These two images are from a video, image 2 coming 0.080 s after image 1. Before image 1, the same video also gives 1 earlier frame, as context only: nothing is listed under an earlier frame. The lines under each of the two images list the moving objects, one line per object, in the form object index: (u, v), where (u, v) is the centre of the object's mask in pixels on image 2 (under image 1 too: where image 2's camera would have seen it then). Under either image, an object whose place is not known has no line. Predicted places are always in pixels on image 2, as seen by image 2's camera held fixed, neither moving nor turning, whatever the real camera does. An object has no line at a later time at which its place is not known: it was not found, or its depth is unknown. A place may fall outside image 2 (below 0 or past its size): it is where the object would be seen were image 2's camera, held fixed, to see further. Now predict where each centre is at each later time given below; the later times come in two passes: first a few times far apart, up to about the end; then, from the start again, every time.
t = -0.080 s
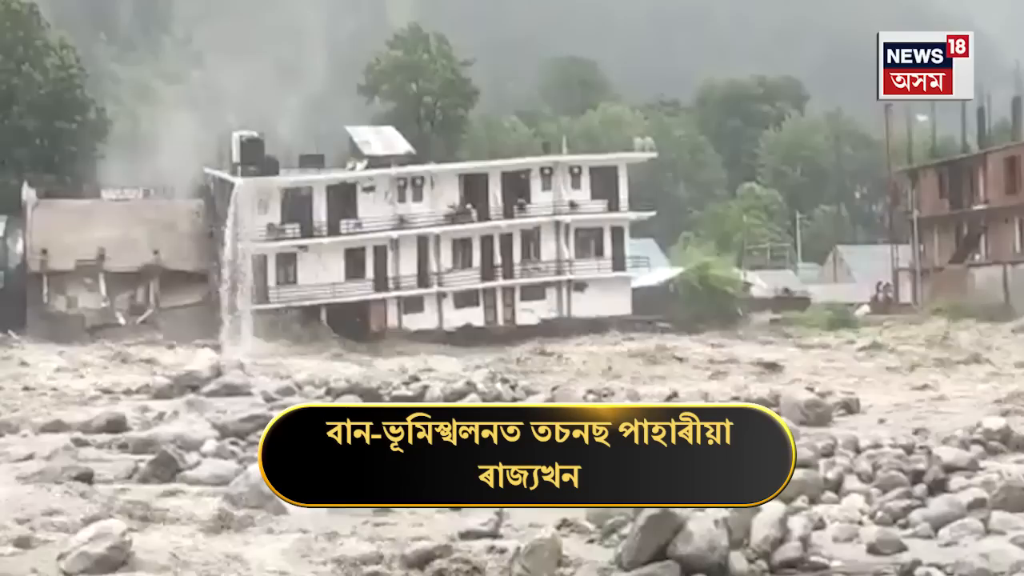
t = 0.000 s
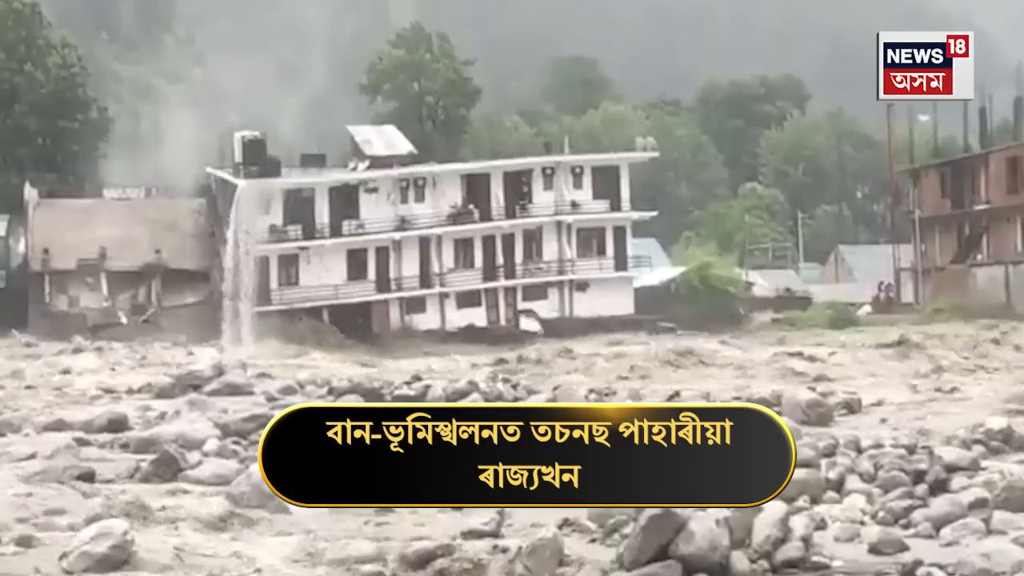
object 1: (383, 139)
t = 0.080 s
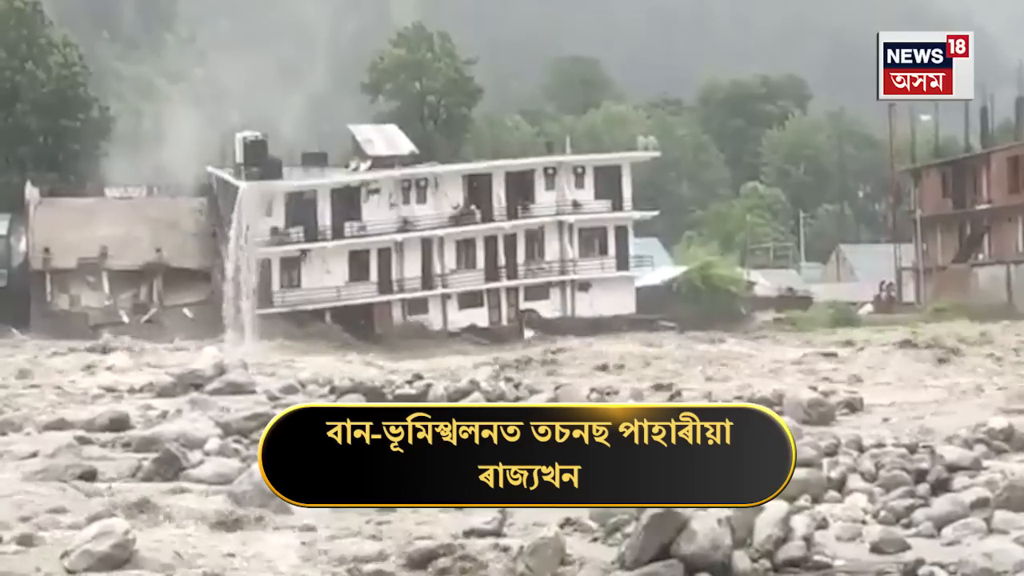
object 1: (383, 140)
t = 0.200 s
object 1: (381, 141)
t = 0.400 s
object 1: (380, 146)
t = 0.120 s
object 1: (382, 140)
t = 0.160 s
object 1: (382, 140)
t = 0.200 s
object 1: (381, 141)
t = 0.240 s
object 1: (381, 141)
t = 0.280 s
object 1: (381, 142)
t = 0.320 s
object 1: (380, 143)
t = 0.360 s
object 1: (380, 144)
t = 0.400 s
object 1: (380, 146)
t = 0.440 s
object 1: (379, 148)
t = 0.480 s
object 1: (379, 151)
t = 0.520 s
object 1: (378, 155)
